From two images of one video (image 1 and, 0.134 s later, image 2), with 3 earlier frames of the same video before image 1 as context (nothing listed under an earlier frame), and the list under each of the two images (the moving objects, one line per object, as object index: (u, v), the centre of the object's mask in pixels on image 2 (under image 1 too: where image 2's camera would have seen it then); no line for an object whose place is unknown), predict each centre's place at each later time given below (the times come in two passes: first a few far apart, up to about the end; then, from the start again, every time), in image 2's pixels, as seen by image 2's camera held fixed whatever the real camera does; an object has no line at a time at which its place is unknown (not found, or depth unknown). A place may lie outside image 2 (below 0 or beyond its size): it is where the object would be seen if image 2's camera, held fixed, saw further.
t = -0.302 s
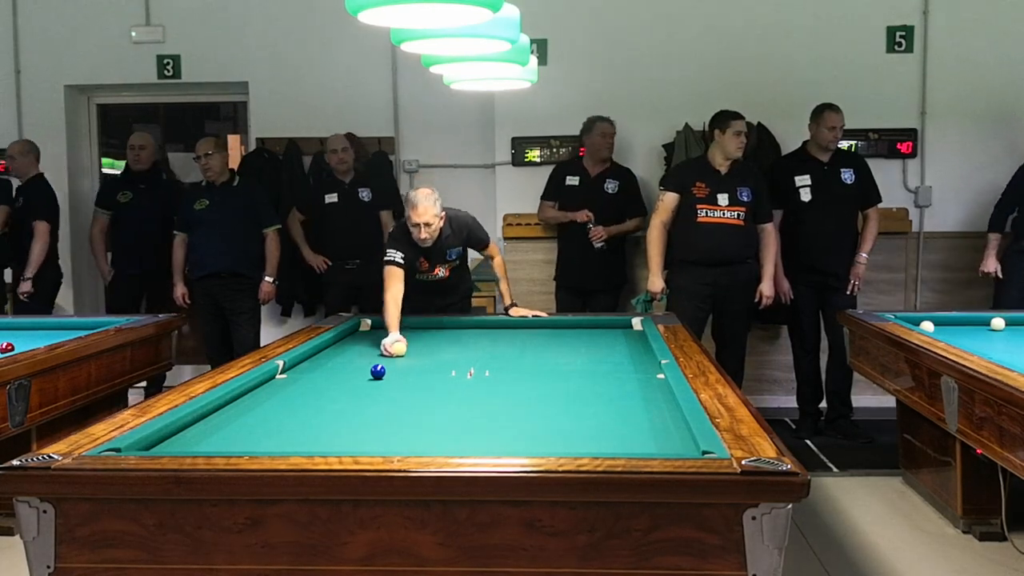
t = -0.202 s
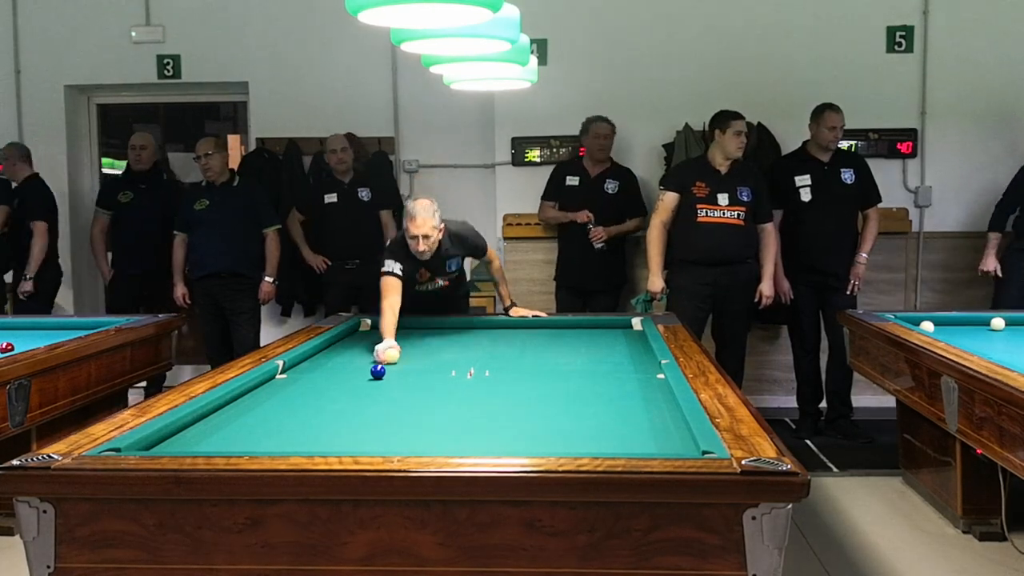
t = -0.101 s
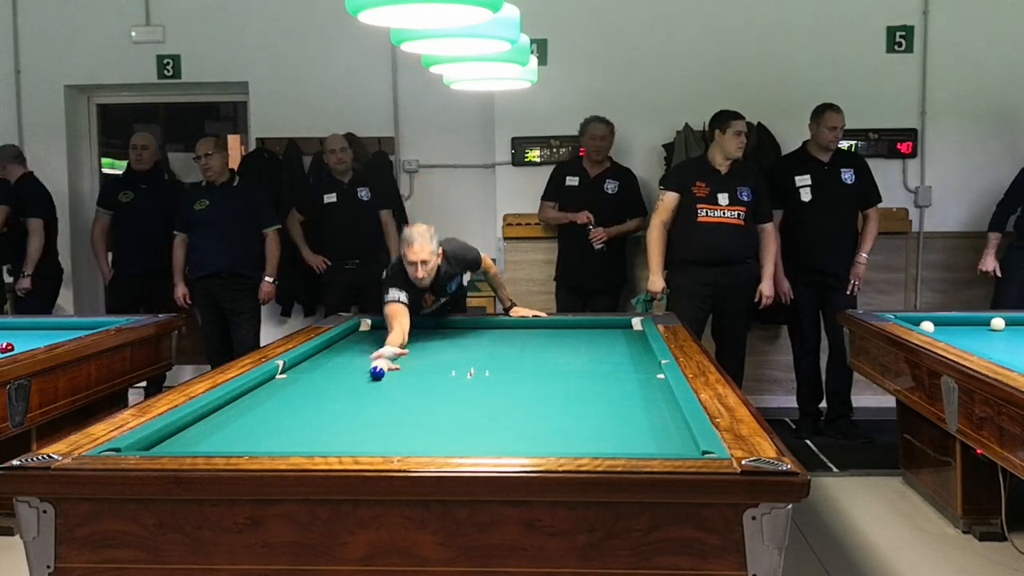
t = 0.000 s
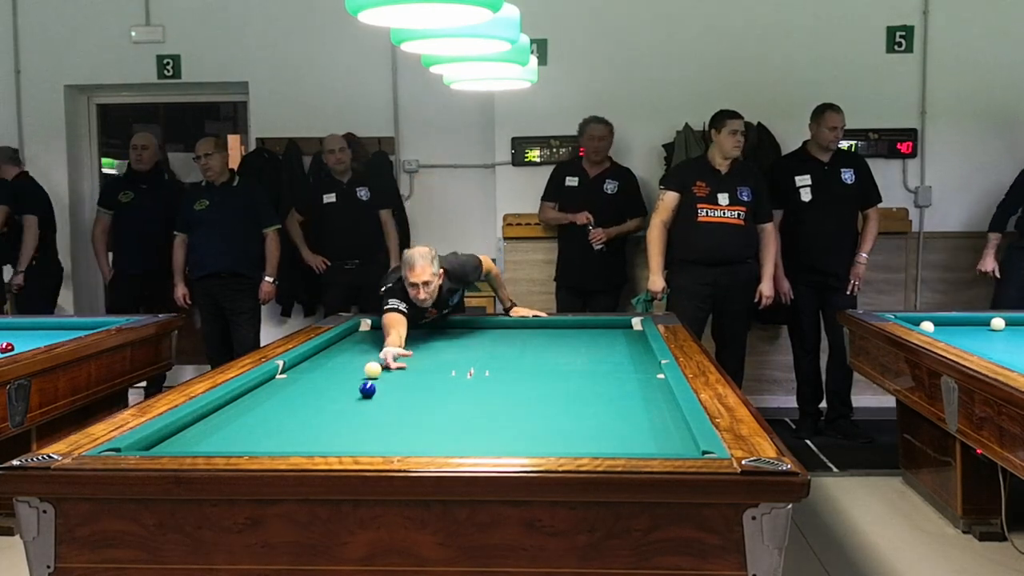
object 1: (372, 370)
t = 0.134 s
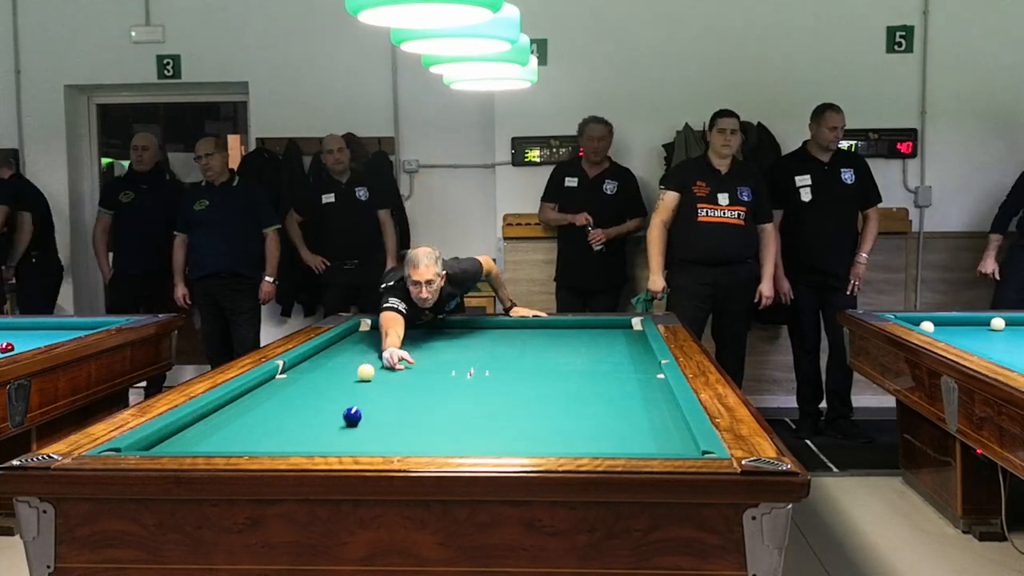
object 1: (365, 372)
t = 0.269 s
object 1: (358, 374)
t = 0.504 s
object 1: (346, 378)
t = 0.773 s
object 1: (331, 383)
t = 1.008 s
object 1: (319, 387)
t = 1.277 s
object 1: (304, 392)
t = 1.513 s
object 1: (291, 396)
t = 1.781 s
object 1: (276, 401)
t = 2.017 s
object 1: (263, 405)
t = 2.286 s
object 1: (248, 410)
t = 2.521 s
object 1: (235, 414)
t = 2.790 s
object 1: (219, 419)
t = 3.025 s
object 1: (207, 423)
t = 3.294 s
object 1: (192, 428)
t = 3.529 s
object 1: (179, 432)
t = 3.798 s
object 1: (172, 436)
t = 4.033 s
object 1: (169, 439)
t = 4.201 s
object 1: (167, 441)
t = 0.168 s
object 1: (364, 373)
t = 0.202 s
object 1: (362, 374)
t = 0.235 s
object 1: (360, 374)
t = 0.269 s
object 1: (358, 374)
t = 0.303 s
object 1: (357, 375)
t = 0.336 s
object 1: (355, 376)
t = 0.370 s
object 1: (353, 376)
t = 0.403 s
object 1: (351, 377)
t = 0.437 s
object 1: (349, 377)
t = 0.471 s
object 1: (348, 378)
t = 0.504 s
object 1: (346, 378)
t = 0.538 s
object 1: (344, 379)
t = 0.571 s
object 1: (342, 380)
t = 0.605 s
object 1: (340, 380)
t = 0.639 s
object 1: (339, 381)
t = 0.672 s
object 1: (337, 381)
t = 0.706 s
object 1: (335, 382)
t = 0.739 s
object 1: (333, 382)
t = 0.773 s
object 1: (331, 383)
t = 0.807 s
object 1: (330, 383)
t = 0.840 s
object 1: (328, 384)
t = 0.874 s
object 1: (326, 385)
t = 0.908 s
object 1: (324, 385)
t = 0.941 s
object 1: (322, 386)
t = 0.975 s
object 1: (321, 386)
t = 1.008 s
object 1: (319, 387)
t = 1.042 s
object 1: (317, 387)
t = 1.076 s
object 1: (315, 388)
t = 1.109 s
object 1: (313, 389)
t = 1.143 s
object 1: (312, 389)
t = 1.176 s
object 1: (310, 390)
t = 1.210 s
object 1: (308, 390)
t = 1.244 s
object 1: (306, 391)
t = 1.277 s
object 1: (304, 392)
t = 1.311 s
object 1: (303, 392)
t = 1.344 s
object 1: (301, 393)
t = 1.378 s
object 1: (299, 394)
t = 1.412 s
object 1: (297, 394)
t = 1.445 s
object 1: (295, 395)
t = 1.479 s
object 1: (293, 395)
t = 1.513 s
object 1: (291, 396)
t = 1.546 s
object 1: (289, 397)
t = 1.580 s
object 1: (288, 397)
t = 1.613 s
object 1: (286, 398)
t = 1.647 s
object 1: (284, 398)
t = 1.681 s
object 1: (282, 399)
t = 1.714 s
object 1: (280, 399)
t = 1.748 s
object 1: (279, 400)
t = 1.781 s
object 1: (276, 401)
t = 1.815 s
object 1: (275, 401)
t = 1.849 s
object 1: (273, 402)
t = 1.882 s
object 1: (271, 402)
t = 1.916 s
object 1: (269, 403)
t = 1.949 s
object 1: (267, 404)
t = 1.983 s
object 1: (265, 404)
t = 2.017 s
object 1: (263, 405)
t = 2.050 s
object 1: (261, 405)
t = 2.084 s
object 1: (259, 406)
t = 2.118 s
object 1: (258, 407)
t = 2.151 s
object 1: (256, 407)
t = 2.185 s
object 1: (254, 408)
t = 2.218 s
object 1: (252, 409)
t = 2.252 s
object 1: (250, 409)
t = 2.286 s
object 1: (248, 410)
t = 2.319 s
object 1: (246, 410)
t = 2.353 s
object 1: (244, 411)
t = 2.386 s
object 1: (242, 411)
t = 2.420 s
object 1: (241, 412)
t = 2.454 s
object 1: (239, 412)
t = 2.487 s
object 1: (237, 413)
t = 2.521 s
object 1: (235, 414)
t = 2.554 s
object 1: (233, 414)
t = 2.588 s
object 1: (231, 415)
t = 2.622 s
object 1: (229, 416)
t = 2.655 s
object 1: (227, 416)
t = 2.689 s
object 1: (225, 417)
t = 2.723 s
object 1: (223, 417)
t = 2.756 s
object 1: (221, 418)
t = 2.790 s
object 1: (219, 419)
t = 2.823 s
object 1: (218, 419)
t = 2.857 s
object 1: (216, 420)
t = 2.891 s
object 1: (214, 420)
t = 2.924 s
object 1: (212, 421)
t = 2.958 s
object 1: (210, 422)
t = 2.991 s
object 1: (208, 422)
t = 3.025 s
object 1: (207, 423)
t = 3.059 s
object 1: (205, 423)
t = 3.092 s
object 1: (203, 424)
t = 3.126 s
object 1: (201, 425)
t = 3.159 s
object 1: (199, 425)
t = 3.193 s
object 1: (197, 426)
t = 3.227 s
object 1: (196, 426)
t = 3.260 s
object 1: (194, 427)
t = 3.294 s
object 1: (192, 428)
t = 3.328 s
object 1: (190, 428)
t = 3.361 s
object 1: (188, 429)
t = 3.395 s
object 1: (187, 429)
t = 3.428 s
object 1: (185, 430)
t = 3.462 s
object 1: (183, 431)
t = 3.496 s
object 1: (181, 431)
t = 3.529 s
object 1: (179, 432)
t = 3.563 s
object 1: (177, 433)
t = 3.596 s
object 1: (175, 433)
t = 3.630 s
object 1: (174, 434)
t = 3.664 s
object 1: (174, 434)
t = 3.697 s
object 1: (173, 435)
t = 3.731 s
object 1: (173, 435)
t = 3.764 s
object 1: (172, 436)
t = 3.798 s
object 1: (172, 436)
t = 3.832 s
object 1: (172, 437)
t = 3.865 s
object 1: (171, 437)
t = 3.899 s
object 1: (171, 437)
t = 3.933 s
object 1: (170, 438)
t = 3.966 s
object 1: (170, 438)
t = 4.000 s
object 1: (169, 439)
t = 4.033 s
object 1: (169, 439)
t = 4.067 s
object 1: (168, 439)
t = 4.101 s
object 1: (168, 440)
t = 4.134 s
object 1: (168, 440)
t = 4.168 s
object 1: (167, 440)
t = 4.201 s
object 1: (167, 441)
